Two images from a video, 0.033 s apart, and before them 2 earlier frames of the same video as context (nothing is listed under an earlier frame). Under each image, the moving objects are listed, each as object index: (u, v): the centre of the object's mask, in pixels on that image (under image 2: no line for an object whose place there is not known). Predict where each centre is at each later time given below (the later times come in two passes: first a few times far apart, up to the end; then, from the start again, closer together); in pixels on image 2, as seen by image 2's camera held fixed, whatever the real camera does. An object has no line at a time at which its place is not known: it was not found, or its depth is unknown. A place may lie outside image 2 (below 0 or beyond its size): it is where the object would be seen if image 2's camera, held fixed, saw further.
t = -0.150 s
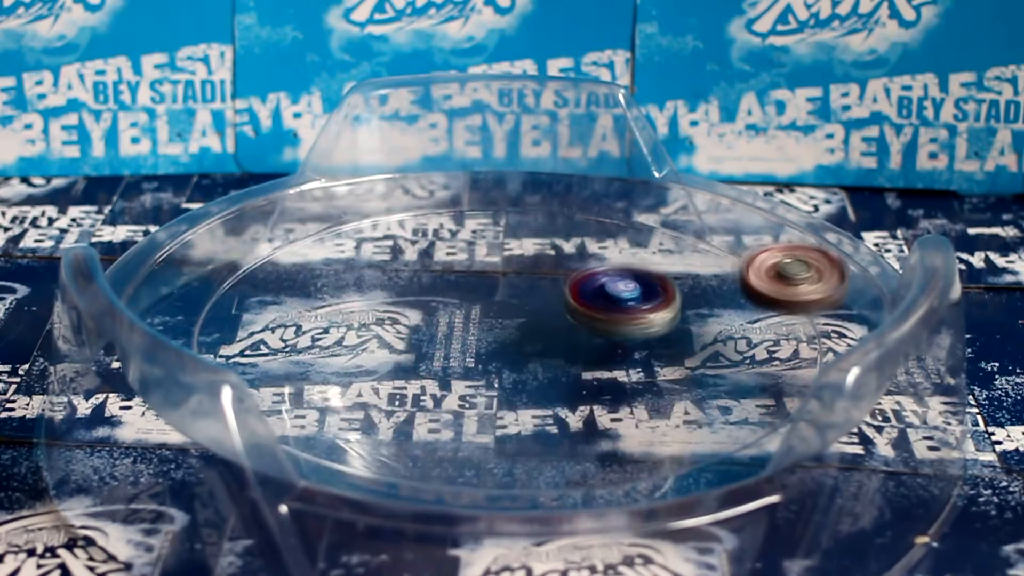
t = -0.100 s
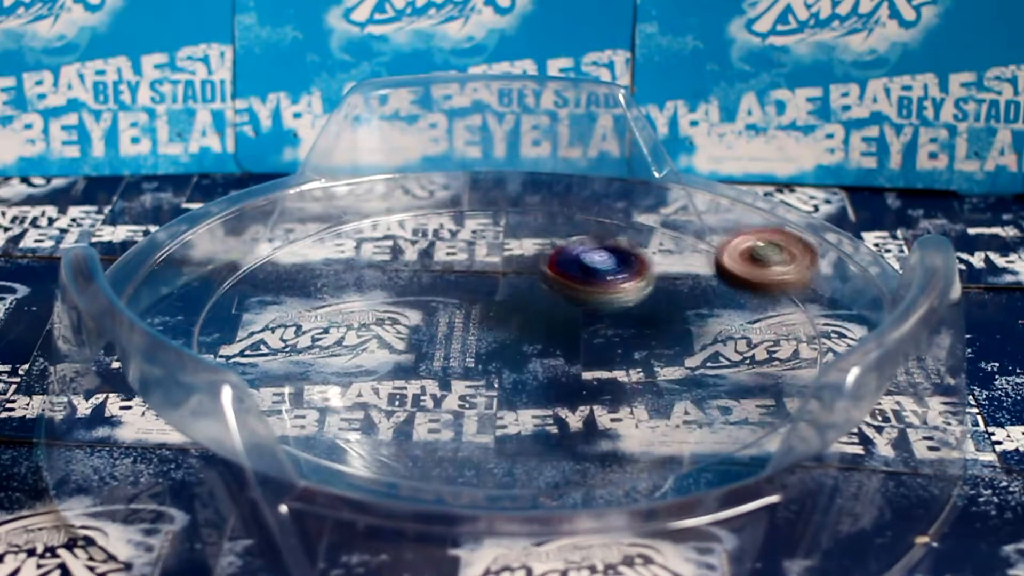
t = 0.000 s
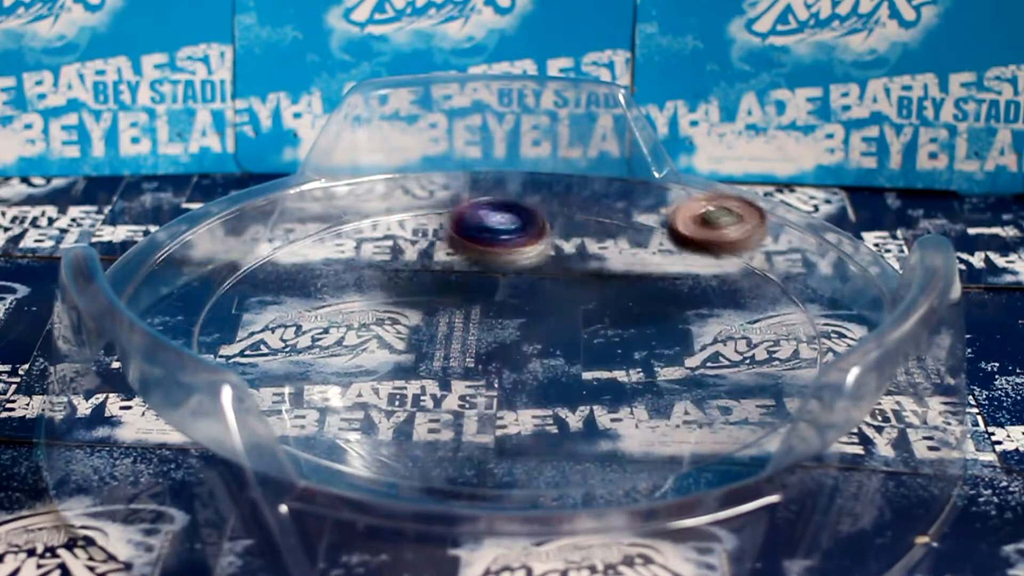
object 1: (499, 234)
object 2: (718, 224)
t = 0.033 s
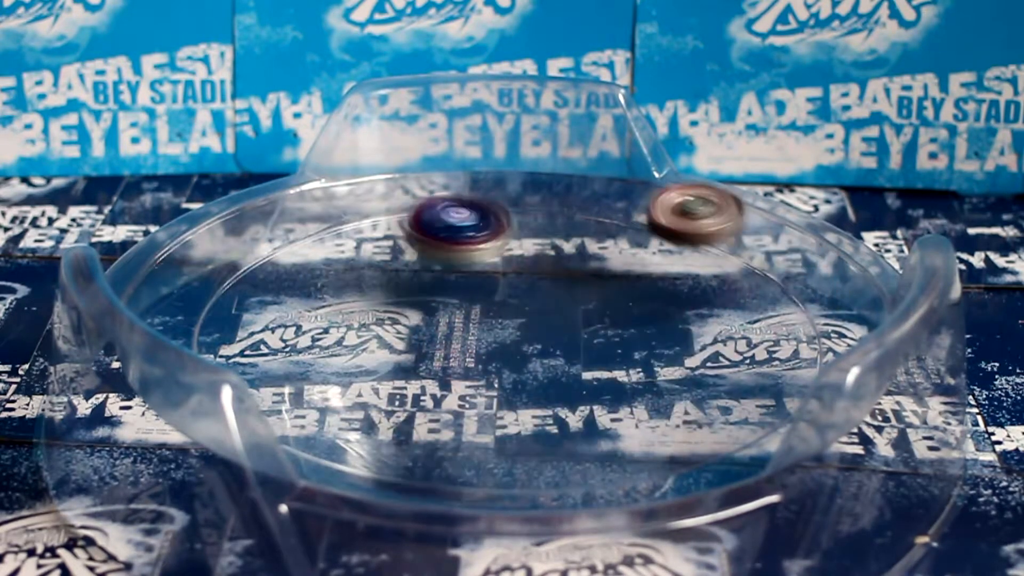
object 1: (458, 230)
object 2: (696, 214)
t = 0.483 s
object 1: (636, 366)
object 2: (370, 306)
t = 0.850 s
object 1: (507, 216)
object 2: (582, 418)
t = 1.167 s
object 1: (453, 389)
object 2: (720, 315)
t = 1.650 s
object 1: (611, 252)
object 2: (335, 319)
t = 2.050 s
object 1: (388, 400)
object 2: (572, 405)
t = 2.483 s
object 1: (633, 286)
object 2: (505, 248)
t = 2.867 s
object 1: (431, 346)
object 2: (150, 266)
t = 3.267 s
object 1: (710, 291)
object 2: (601, 255)
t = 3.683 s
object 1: (626, 314)
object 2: (392, 280)
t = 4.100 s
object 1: (771, 356)
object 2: (562, 377)
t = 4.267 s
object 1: (721, 390)
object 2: (677, 247)
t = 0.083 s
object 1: (400, 236)
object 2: (654, 205)
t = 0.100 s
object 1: (382, 240)
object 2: (640, 202)
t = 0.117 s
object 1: (365, 246)
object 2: (625, 201)
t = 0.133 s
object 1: (351, 254)
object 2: (612, 200)
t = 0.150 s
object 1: (340, 262)
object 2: (596, 200)
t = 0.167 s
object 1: (330, 273)
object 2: (581, 200)
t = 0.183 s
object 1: (326, 284)
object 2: (567, 200)
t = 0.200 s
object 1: (324, 294)
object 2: (552, 202)
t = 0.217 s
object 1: (325, 306)
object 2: (537, 204)
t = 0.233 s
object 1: (330, 317)
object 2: (521, 207)
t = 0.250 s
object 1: (337, 328)
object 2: (507, 209)
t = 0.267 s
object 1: (351, 341)
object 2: (493, 214)
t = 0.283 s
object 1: (365, 350)
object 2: (477, 219)
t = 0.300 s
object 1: (382, 361)
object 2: (464, 224)
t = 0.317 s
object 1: (402, 369)
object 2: (450, 230)
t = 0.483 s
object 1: (636, 366)
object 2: (370, 306)
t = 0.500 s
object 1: (652, 358)
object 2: (367, 314)
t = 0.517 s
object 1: (668, 349)
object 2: (366, 322)
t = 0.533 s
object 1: (680, 339)
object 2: (367, 330)
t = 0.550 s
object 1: (690, 329)
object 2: (368, 337)
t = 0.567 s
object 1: (699, 318)
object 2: (371, 345)
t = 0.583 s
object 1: (704, 307)
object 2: (374, 354)
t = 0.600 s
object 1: (708, 296)
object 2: (380, 361)
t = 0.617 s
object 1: (708, 286)
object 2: (386, 369)
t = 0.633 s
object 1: (706, 275)
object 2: (393, 376)
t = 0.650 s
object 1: (699, 263)
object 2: (402, 383)
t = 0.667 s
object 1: (691, 255)
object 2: (412, 389)
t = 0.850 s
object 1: (507, 216)
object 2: (582, 418)
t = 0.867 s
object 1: (486, 220)
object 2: (602, 416)
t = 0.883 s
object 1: (469, 226)
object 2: (617, 415)
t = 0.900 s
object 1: (452, 233)
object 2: (635, 412)
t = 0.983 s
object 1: (388, 279)
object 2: (709, 389)
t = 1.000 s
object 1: (382, 290)
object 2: (720, 383)
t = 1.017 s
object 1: (377, 300)
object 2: (728, 376)
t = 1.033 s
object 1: (376, 313)
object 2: (736, 369)
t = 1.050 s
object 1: (377, 323)
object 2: (740, 362)
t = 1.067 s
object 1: (380, 335)
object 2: (743, 355)
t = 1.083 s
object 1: (387, 345)
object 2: (744, 348)
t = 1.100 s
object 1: (395, 355)
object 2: (742, 341)
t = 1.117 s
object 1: (406, 365)
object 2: (739, 335)
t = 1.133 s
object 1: (419, 374)
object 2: (735, 327)
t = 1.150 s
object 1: (436, 382)
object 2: (729, 321)
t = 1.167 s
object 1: (453, 389)
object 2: (720, 315)
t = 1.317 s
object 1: (660, 392)
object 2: (608, 282)
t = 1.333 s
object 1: (683, 385)
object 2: (592, 280)
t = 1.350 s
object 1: (702, 378)
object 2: (577, 279)
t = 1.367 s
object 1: (719, 370)
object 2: (561, 278)
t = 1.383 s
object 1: (734, 362)
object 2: (545, 278)
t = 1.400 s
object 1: (747, 350)
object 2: (529, 278)
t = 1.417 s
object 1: (756, 342)
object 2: (514, 278)
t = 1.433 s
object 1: (761, 333)
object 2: (498, 279)
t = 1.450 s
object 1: (763, 322)
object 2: (483, 279)
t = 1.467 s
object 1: (763, 313)
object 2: (468, 280)
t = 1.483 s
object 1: (759, 305)
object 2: (452, 283)
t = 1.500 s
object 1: (752, 296)
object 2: (436, 285)
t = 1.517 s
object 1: (745, 288)
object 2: (423, 287)
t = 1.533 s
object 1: (734, 282)
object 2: (409, 290)
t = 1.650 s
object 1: (611, 252)
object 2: (335, 319)
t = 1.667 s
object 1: (592, 249)
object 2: (329, 325)
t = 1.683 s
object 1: (569, 251)
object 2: (323, 331)
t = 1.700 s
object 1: (548, 253)
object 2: (320, 337)
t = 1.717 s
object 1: (528, 256)
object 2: (318, 343)
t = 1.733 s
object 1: (507, 259)
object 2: (317, 350)
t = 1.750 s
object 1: (486, 261)
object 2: (317, 357)
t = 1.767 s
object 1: (467, 267)
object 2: (322, 363)
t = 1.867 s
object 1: (371, 305)
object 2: (380, 400)
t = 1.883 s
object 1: (361, 314)
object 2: (395, 405)
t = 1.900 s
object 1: (354, 323)
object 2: (412, 408)
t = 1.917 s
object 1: (349, 332)
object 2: (429, 412)
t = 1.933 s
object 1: (344, 341)
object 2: (448, 414)
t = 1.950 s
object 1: (341, 351)
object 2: (468, 416)
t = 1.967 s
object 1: (342, 359)
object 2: (487, 417)
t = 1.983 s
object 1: (346, 368)
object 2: (505, 416)
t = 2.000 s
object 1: (353, 377)
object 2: (523, 415)
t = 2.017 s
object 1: (362, 387)
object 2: (539, 412)
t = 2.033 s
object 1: (372, 393)
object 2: (556, 408)
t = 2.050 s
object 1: (388, 400)
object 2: (572, 405)
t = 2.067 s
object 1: (405, 406)
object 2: (585, 401)
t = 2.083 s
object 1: (426, 412)
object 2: (597, 395)
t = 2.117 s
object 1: (472, 422)
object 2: (615, 383)
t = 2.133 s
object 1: (496, 424)
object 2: (624, 376)
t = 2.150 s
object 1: (522, 423)
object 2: (630, 370)
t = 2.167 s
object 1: (544, 423)
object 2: (634, 363)
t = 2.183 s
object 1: (567, 420)
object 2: (638, 356)
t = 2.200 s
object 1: (592, 417)
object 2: (639, 347)
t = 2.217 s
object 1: (611, 412)
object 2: (639, 340)
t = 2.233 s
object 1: (631, 407)
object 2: (638, 333)
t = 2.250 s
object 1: (647, 402)
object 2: (637, 327)
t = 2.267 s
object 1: (663, 395)
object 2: (633, 319)
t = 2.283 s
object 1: (677, 387)
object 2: (628, 312)
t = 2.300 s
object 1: (685, 379)
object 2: (622, 305)
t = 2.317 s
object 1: (690, 370)
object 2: (615, 299)
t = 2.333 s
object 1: (696, 360)
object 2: (607, 292)
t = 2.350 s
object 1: (698, 350)
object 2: (599, 286)
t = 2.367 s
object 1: (696, 341)
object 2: (590, 280)
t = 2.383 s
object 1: (692, 332)
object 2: (580, 275)
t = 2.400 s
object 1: (687, 324)
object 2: (569, 269)
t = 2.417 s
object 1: (679, 316)
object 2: (557, 263)
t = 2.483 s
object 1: (633, 286)
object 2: (505, 248)
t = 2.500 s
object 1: (617, 280)
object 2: (493, 246)
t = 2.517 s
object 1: (599, 274)
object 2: (479, 244)
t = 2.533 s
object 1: (580, 269)
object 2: (464, 244)
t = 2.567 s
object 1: (544, 260)
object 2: (437, 244)
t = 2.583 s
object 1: (540, 260)
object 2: (403, 236)
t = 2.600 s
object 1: (539, 261)
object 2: (365, 227)
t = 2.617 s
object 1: (536, 262)
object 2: (330, 219)
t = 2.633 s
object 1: (529, 264)
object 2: (298, 214)
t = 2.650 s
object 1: (521, 265)
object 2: (279, 209)
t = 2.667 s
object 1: (511, 267)
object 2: (261, 211)
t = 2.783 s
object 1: (427, 301)
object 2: (162, 237)
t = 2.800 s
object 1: (420, 311)
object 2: (152, 240)
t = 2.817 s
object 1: (419, 319)
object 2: (149, 246)
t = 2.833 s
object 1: (419, 328)
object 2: (149, 254)
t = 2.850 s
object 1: (424, 337)
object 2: (150, 261)
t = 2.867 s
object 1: (431, 346)
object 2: (150, 266)
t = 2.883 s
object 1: (439, 355)
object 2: (162, 264)
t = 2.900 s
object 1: (452, 360)
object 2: (186, 259)
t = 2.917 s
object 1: (465, 365)
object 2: (210, 263)
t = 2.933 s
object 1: (481, 372)
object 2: (233, 272)
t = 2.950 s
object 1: (499, 375)
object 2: (259, 287)
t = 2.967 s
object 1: (517, 378)
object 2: (283, 296)
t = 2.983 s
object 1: (536, 379)
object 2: (307, 294)
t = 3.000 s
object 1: (555, 380)
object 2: (334, 297)
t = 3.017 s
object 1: (574, 377)
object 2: (359, 307)
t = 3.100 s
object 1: (651, 350)
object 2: (483, 316)
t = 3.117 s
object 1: (662, 342)
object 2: (504, 319)
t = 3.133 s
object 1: (668, 335)
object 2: (524, 315)
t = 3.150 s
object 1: (672, 326)
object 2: (545, 316)
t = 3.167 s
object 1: (674, 318)
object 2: (562, 314)
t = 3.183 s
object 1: (677, 307)
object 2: (574, 311)
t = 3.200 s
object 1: (685, 292)
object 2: (579, 293)
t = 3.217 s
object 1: (691, 284)
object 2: (585, 276)
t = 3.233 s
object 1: (698, 280)
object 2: (591, 262)
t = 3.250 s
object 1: (705, 284)
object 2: (597, 257)
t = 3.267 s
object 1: (710, 291)
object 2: (601, 255)
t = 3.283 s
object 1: (718, 289)
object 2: (603, 241)
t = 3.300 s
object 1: (727, 280)
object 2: (604, 230)
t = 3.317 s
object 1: (732, 276)
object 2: (606, 222)
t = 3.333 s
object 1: (738, 273)
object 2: (605, 214)
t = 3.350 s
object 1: (742, 264)
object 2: (602, 200)
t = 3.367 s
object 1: (743, 258)
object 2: (597, 193)
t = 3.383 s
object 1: (745, 251)
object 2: (594, 189)
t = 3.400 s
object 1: (741, 246)
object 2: (588, 189)
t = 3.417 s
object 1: (737, 243)
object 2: (581, 188)
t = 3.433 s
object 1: (730, 240)
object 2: (573, 190)
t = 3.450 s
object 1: (722, 238)
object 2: (565, 199)
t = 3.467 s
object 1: (713, 238)
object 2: (557, 211)
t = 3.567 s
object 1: (639, 256)
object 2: (517, 254)
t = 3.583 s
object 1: (624, 262)
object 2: (513, 264)
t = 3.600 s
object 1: (618, 269)
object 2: (498, 273)
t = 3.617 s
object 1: (620, 280)
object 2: (475, 271)
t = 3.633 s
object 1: (620, 288)
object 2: (454, 271)
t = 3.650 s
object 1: (622, 297)
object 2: (433, 275)
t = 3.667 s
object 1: (622, 307)
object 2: (410, 282)
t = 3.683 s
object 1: (626, 314)
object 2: (392, 280)
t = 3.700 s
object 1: (630, 321)
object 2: (375, 283)
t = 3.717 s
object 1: (633, 329)
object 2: (359, 287)
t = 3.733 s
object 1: (639, 335)
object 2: (346, 288)
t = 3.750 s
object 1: (644, 340)
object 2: (335, 293)
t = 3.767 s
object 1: (651, 345)
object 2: (325, 299)
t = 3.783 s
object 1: (660, 348)
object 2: (319, 301)
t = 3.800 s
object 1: (668, 352)
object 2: (315, 307)
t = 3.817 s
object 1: (677, 355)
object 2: (313, 312)
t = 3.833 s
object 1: (688, 358)
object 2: (315, 319)
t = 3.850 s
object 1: (698, 360)
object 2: (318, 325)
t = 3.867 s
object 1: (710, 360)
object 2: (325, 330)
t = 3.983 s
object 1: (774, 358)
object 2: (407, 366)
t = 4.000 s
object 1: (778, 358)
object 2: (424, 370)
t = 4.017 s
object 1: (777, 357)
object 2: (444, 373)
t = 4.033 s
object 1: (777, 358)
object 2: (467, 376)
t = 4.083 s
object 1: (774, 357)
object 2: (538, 376)
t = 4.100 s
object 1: (771, 356)
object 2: (562, 377)
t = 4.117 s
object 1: (767, 357)
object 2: (586, 365)
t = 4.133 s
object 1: (760, 356)
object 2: (608, 360)
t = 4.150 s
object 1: (753, 358)
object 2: (631, 353)
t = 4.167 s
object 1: (743, 355)
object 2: (647, 341)
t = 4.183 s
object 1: (735, 350)
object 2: (652, 338)
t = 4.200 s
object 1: (733, 353)
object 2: (666, 309)
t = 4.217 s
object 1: (729, 352)
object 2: (671, 285)
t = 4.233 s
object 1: (725, 367)
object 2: (673, 270)
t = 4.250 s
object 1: (721, 386)
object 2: (675, 257)
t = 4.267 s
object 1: (721, 390)
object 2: (677, 247)
